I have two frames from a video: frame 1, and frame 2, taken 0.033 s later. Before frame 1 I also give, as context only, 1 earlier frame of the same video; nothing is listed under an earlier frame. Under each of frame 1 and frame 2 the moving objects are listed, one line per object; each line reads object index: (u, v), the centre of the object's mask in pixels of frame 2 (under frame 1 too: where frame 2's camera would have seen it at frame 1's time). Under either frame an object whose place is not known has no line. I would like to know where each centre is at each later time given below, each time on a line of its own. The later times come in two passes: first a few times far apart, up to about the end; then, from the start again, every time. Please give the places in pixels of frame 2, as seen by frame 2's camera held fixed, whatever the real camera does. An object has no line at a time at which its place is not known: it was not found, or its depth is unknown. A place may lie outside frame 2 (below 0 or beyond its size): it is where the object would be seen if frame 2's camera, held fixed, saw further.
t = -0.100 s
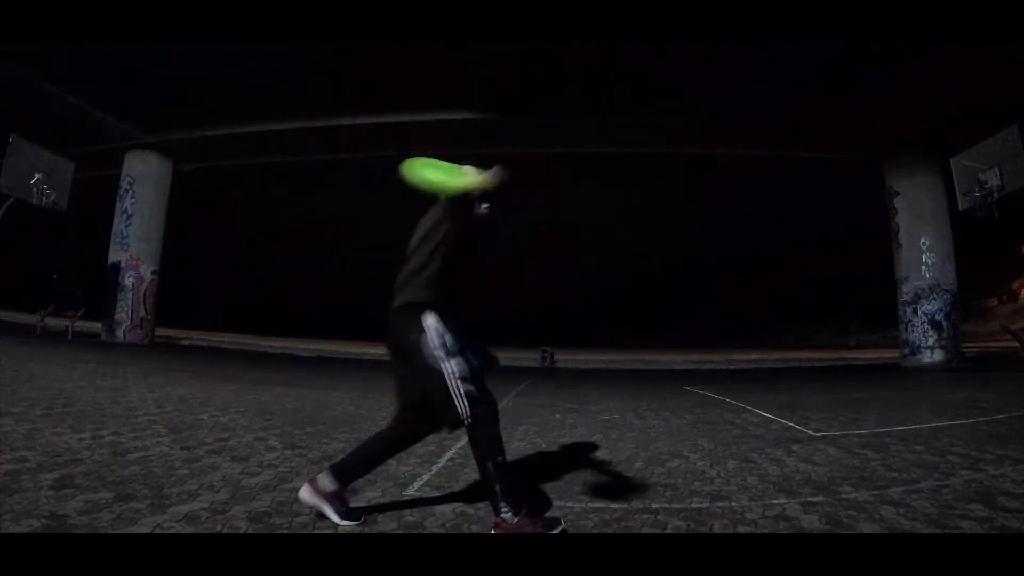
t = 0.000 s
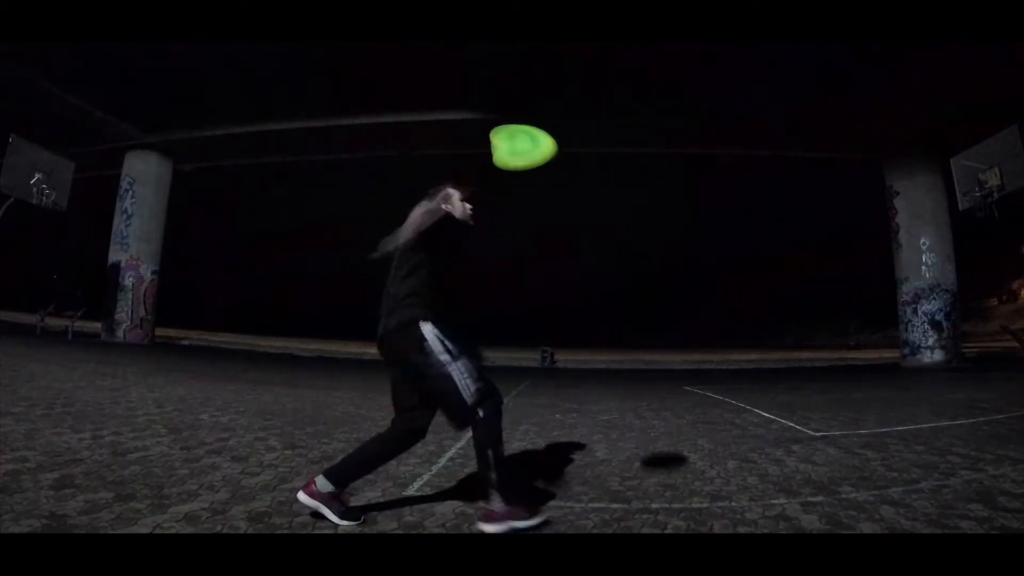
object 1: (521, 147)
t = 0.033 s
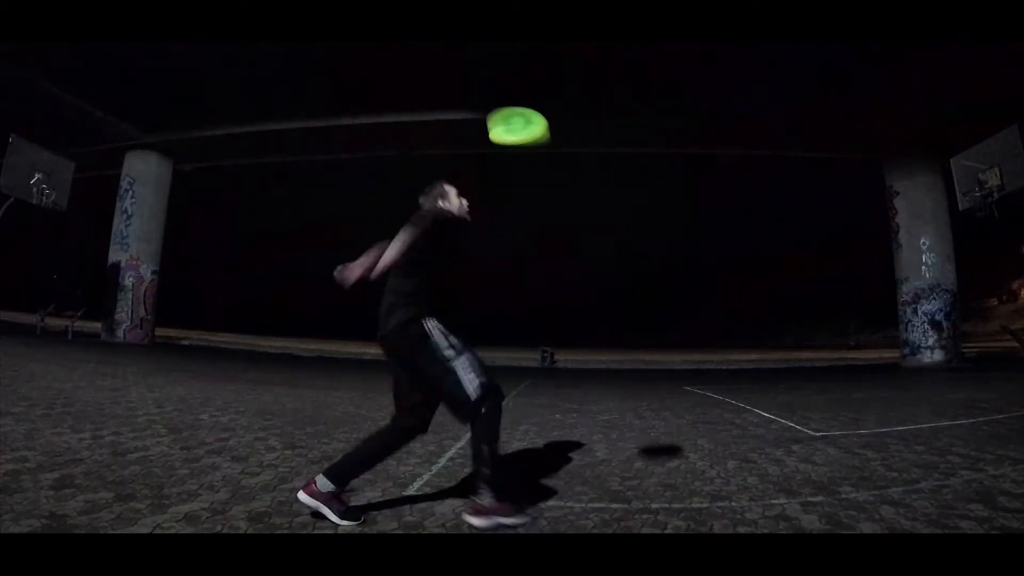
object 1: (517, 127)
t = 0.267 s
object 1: (493, 81)
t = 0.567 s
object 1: (468, 100)
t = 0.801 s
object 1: (450, 156)
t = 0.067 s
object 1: (515, 115)
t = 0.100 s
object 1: (510, 107)
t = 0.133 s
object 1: (505, 98)
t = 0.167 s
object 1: (501, 90)
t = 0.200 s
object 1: (498, 84)
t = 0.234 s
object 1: (496, 82)
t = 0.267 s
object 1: (493, 81)
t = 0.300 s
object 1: (490, 79)
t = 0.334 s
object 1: (487, 79)
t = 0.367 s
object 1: (484, 80)
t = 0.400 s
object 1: (481, 81)
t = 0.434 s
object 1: (479, 83)
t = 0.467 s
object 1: (477, 86)
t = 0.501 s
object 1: (474, 91)
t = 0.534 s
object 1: (471, 96)
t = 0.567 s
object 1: (468, 100)
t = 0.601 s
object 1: (467, 105)
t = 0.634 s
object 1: (464, 113)
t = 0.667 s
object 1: (461, 121)
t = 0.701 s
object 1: (457, 128)
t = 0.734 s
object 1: (455, 136)
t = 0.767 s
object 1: (453, 145)
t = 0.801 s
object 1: (450, 156)
